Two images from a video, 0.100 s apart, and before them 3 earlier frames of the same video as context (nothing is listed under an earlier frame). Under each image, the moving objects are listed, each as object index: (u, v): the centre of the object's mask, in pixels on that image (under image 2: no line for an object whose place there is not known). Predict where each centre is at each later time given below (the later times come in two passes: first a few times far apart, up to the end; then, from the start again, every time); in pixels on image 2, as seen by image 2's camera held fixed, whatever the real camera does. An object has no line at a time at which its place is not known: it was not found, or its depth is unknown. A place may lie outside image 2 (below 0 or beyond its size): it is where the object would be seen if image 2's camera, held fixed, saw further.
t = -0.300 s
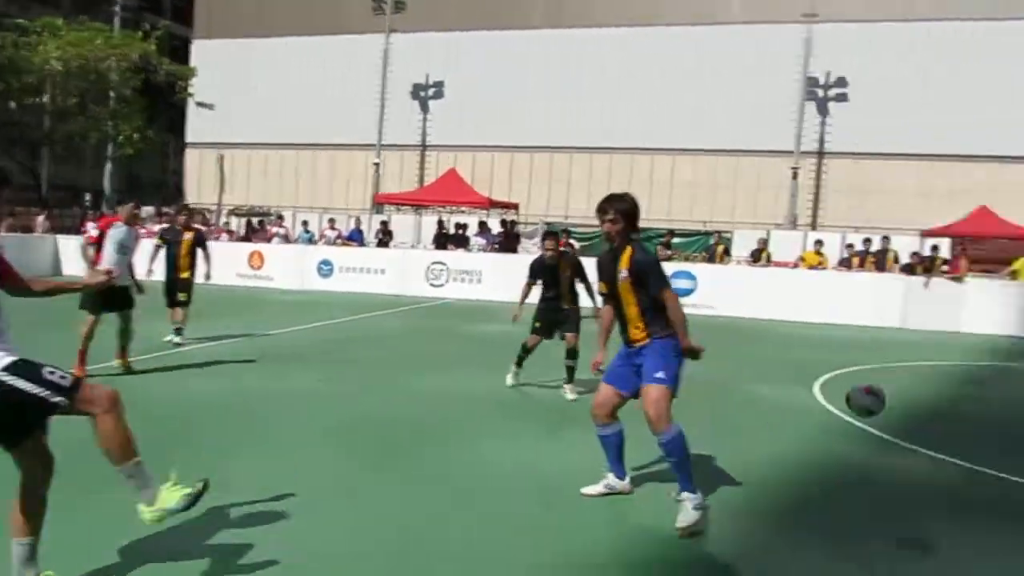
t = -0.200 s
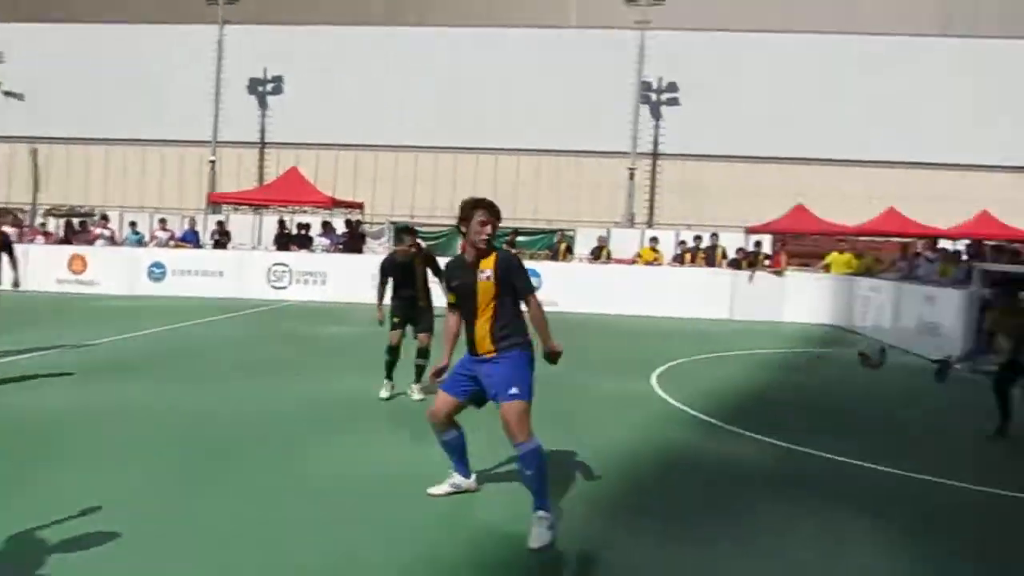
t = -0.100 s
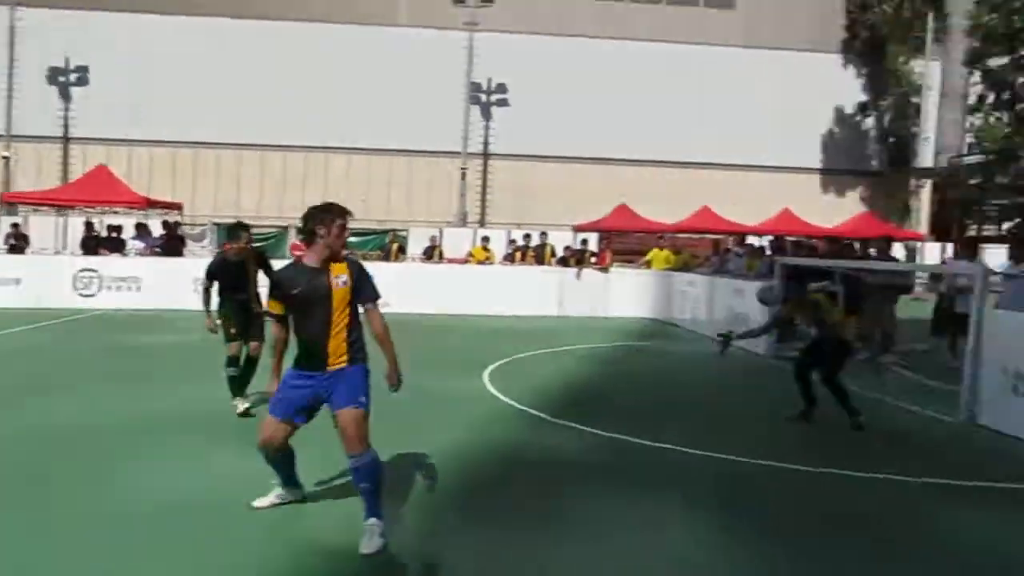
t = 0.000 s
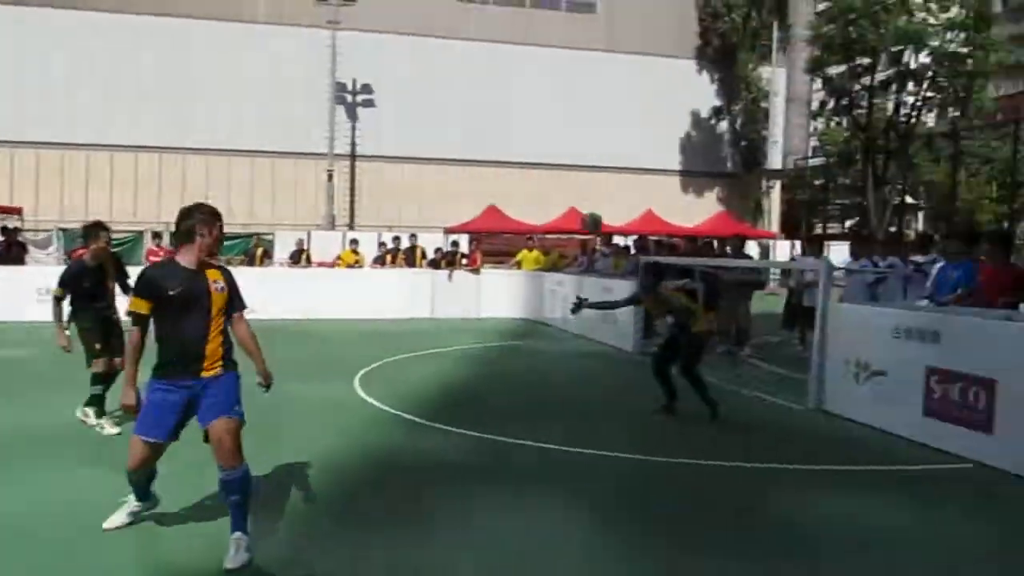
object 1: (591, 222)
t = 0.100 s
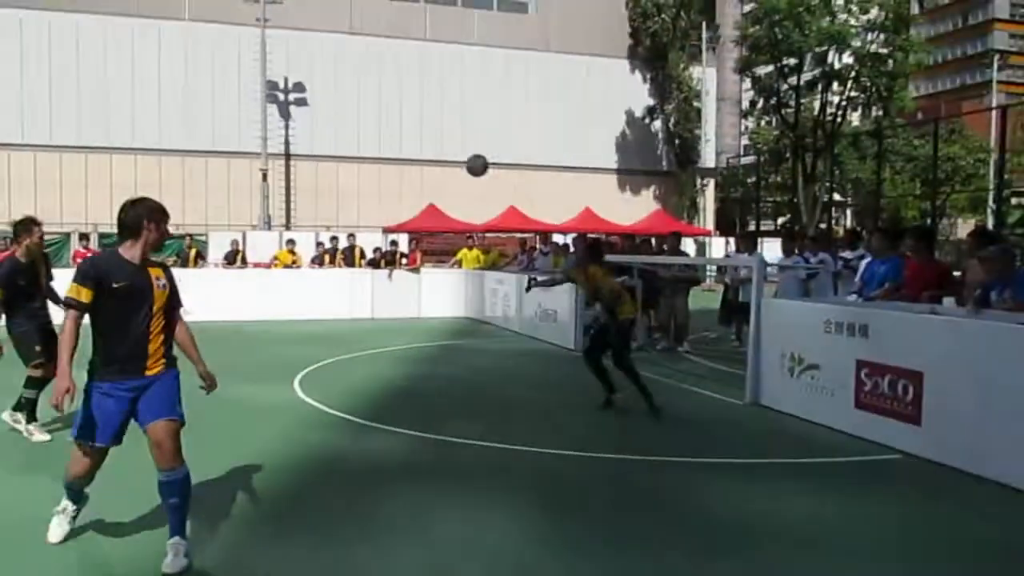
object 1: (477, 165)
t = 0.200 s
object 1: (422, 117)
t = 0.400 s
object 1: (312, 53)
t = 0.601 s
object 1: (201, 32)
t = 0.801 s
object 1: (86, 60)
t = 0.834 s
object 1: (69, 70)
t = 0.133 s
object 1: (458, 148)
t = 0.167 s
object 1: (441, 132)
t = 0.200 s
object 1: (422, 117)
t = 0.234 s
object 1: (405, 103)
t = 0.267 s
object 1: (386, 91)
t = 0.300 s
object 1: (368, 79)
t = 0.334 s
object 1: (349, 69)
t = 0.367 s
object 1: (331, 60)
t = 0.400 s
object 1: (312, 53)
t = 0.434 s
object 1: (293, 46)
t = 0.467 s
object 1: (275, 41)
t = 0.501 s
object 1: (256, 36)
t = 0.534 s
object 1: (238, 34)
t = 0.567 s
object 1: (218, 32)
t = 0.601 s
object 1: (201, 32)
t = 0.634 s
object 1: (181, 35)
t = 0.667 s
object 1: (162, 36)
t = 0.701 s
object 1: (144, 40)
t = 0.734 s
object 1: (124, 45)
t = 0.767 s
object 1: (106, 53)
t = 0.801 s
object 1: (86, 60)
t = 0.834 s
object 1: (69, 70)
